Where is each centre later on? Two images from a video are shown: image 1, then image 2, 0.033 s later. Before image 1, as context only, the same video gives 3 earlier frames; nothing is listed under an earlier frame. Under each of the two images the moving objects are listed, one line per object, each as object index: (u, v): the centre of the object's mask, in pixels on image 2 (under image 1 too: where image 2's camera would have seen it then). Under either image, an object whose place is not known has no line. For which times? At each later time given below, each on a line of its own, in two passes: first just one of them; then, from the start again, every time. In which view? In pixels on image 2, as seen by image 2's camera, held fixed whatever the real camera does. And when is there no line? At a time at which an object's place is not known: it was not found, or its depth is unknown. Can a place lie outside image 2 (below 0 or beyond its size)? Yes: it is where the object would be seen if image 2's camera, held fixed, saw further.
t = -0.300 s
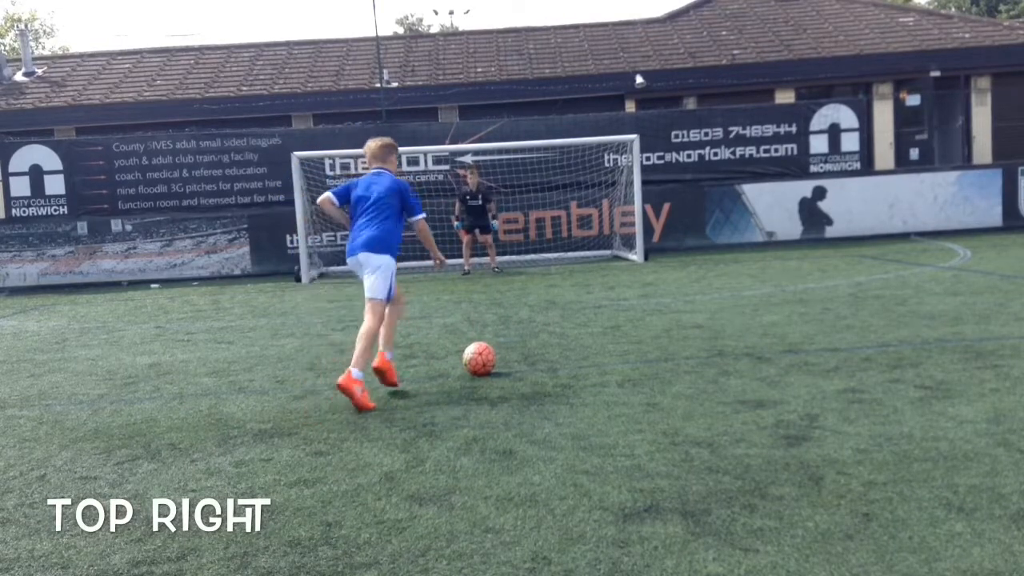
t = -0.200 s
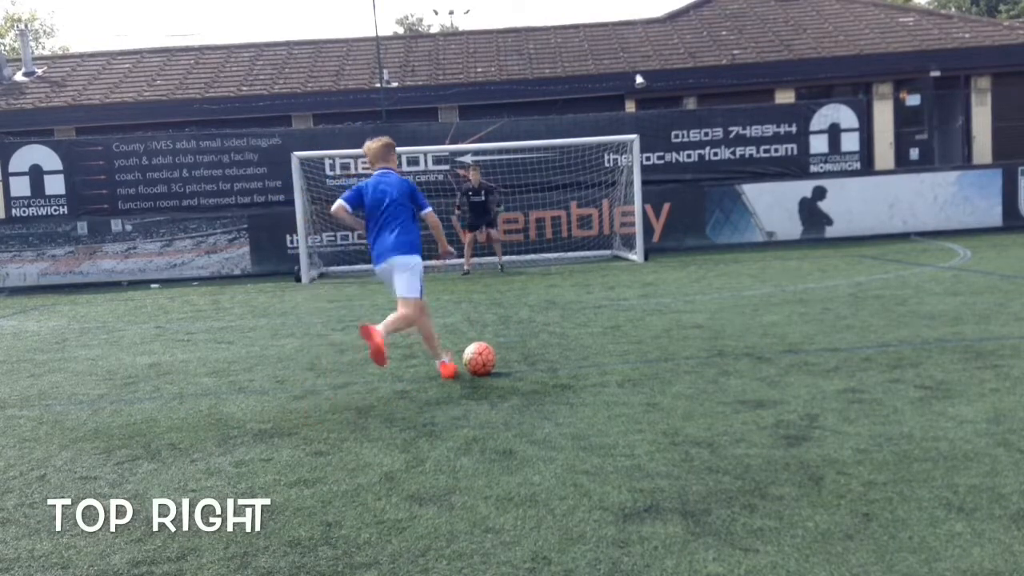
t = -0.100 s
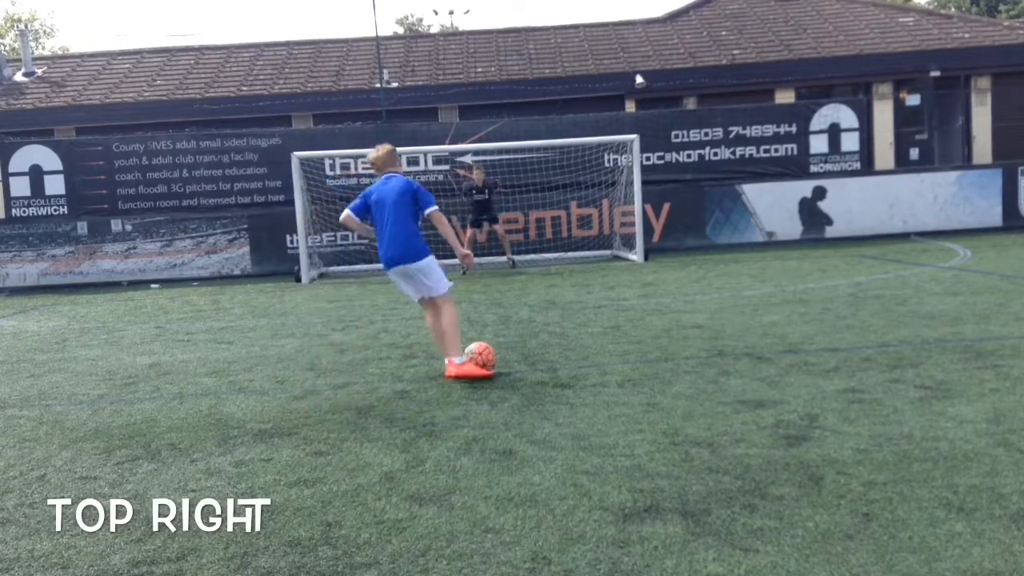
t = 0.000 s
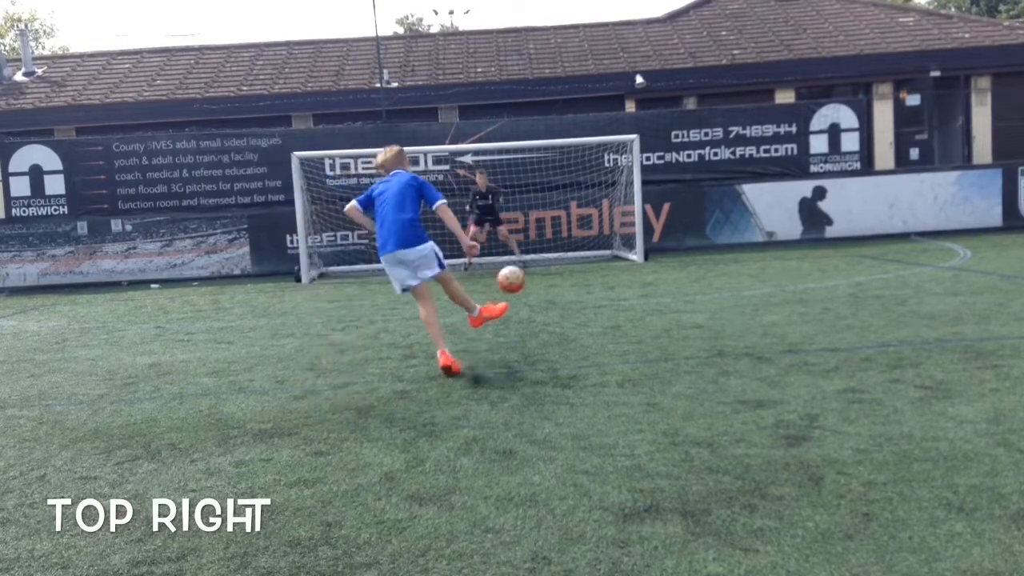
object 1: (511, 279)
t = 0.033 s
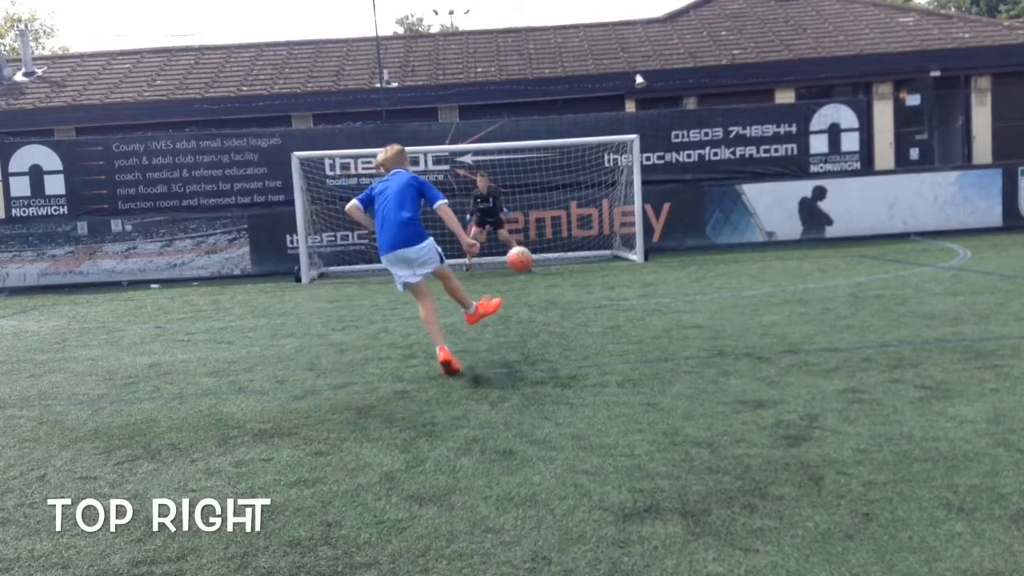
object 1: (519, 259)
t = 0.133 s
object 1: (537, 218)
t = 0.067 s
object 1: (526, 242)
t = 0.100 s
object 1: (532, 229)
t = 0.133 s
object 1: (537, 218)
